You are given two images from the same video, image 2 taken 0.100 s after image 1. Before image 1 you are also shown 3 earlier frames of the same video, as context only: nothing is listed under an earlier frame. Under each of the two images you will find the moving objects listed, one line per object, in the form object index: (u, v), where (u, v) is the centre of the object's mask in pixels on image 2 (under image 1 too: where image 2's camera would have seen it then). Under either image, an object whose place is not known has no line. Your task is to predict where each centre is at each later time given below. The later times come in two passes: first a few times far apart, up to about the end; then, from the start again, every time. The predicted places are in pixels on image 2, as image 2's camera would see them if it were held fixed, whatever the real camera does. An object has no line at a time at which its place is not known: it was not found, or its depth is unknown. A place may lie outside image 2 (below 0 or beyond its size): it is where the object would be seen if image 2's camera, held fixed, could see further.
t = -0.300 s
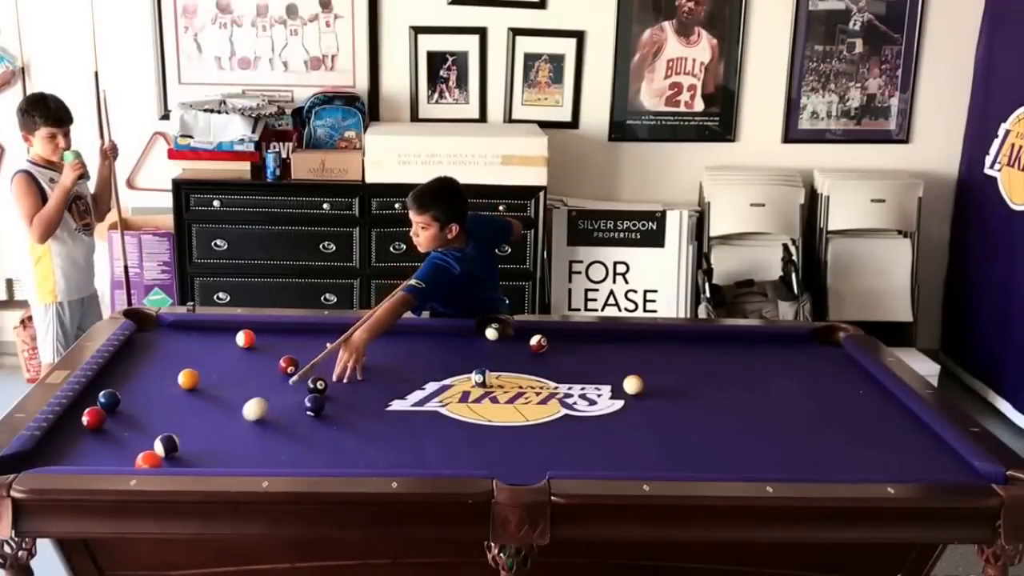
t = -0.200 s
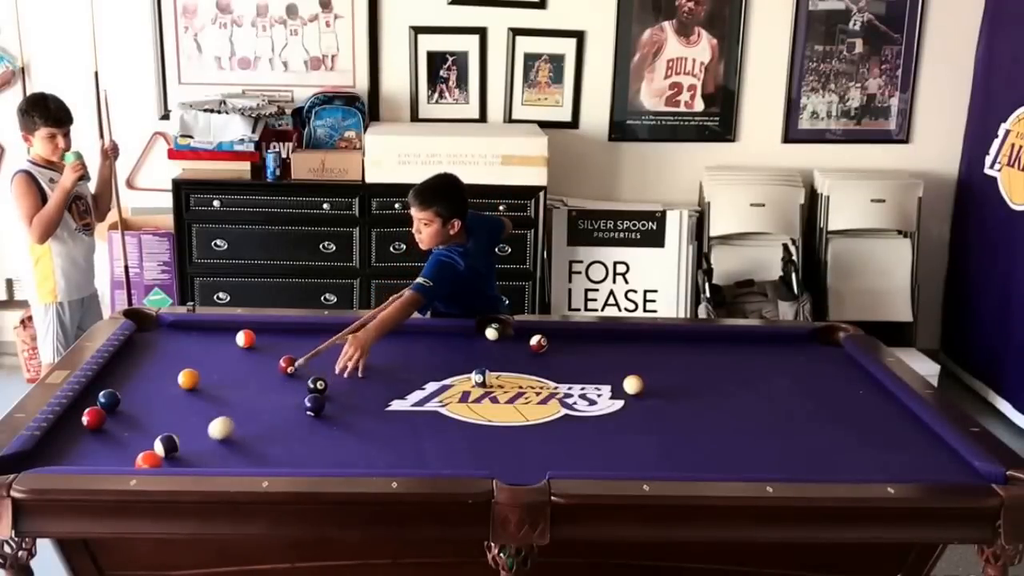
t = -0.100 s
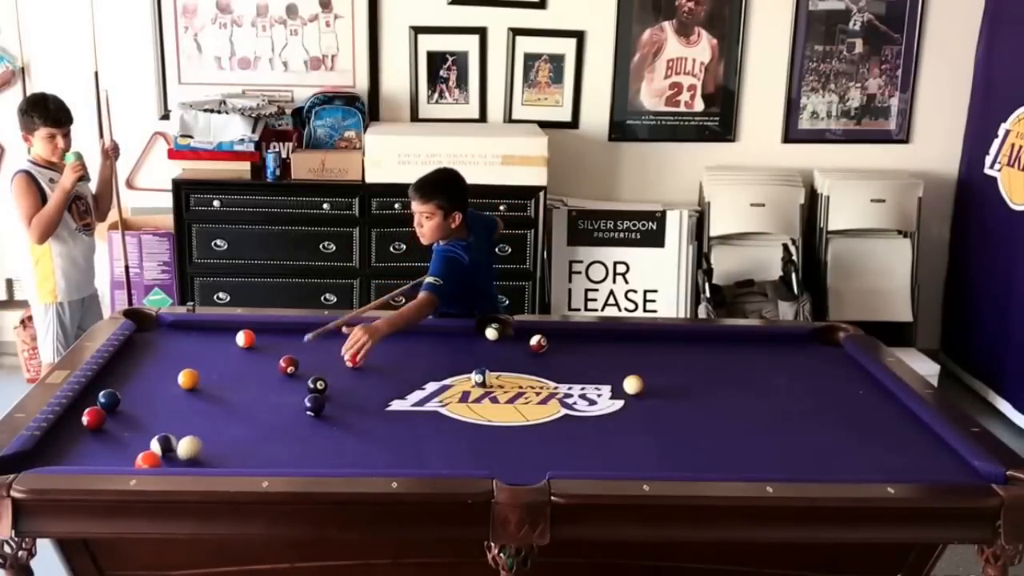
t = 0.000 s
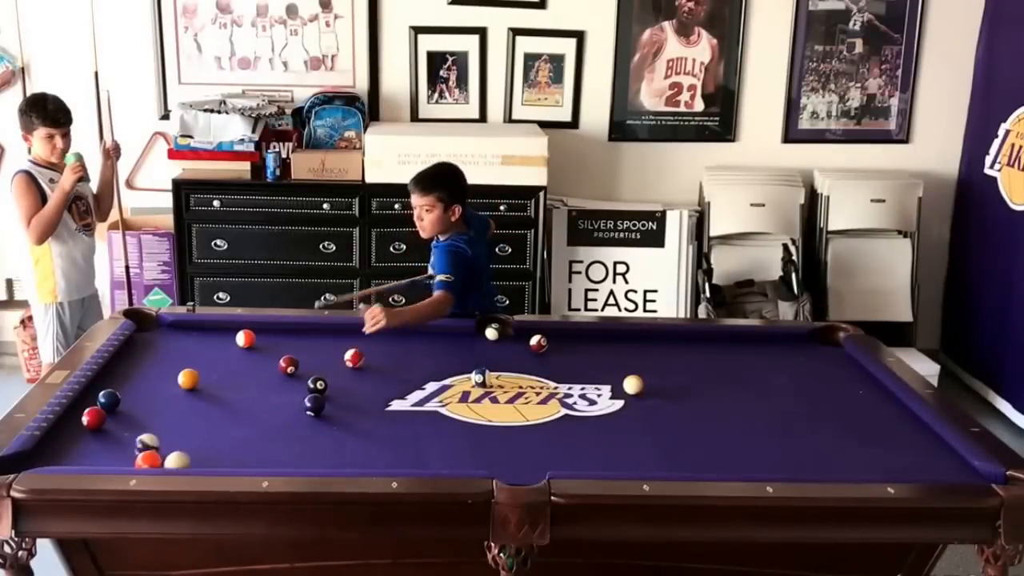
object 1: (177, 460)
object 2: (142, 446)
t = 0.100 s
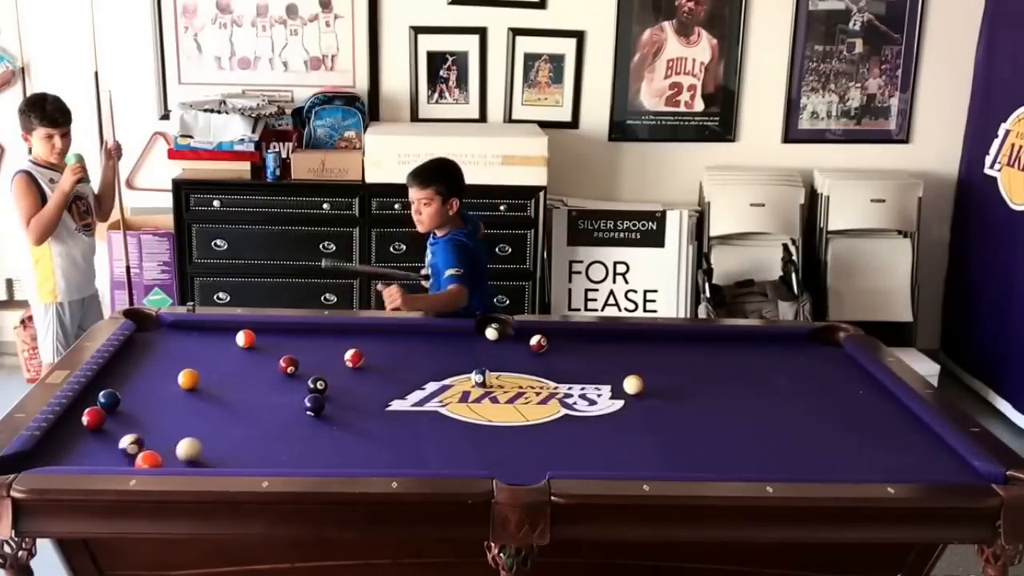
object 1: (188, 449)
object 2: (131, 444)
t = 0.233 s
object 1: (200, 435)
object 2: (113, 445)
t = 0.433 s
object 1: (216, 416)
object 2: (85, 447)
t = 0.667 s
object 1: (233, 396)
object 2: (57, 446)
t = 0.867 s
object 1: (247, 380)
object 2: (52, 448)
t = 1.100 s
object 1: (261, 364)
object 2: (67, 449)
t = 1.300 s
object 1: (272, 352)
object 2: (78, 450)
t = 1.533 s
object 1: (286, 339)
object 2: (90, 451)
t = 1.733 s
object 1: (297, 329)
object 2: (101, 451)
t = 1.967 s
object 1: (301, 332)
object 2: (112, 452)
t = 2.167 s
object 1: (303, 337)
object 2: (121, 453)
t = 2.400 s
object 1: (307, 344)
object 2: (129, 452)
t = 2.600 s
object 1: (310, 349)
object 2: (137, 450)
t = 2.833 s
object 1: (315, 355)
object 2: (146, 447)
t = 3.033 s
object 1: (320, 360)
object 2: (155, 448)
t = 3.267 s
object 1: (325, 365)
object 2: (162, 449)
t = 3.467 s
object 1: (330, 370)
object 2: (165, 450)
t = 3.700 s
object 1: (336, 375)
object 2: (169, 452)
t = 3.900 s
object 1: (342, 379)
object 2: (172, 452)
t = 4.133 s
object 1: (349, 383)
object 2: (174, 452)
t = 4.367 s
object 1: (356, 387)
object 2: (176, 452)
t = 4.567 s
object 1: (363, 389)
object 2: (177, 453)
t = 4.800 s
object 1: (370, 392)
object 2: (177, 453)
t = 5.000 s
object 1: (376, 394)
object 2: (177, 453)
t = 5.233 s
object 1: (382, 396)
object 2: (177, 453)
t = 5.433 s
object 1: (387, 398)
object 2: (178, 453)
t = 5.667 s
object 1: (392, 400)
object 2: (178, 453)
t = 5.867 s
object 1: (395, 401)
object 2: (178, 453)
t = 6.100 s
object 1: (398, 402)
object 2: (178, 453)
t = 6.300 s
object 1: (400, 402)
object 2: (178, 453)
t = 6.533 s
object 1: (401, 402)
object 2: (178, 453)
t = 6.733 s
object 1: (401, 402)
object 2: (178, 453)
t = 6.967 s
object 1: (401, 402)
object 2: (178, 453)
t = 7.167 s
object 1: (401, 402)
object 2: (178, 453)
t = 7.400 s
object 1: (401, 402)
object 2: (178, 453)
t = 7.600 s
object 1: (401, 402)
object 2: (178, 453)
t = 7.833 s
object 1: (401, 402)
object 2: (178, 453)
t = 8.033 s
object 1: (401, 402)
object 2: (178, 453)
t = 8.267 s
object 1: (401, 402)
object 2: (178, 453)
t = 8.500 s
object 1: (401, 402)
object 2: (178, 453)
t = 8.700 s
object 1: (401, 402)
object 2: (178, 453)
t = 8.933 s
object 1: (401, 402)
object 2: (178, 453)
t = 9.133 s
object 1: (402, 402)
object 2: (178, 453)
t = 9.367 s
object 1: (402, 402)
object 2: (178, 453)
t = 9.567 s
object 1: (401, 402)
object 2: (178, 453)
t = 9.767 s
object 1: (401, 402)
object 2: (178, 453)
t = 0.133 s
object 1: (191, 446)
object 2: (125, 444)
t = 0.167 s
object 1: (194, 442)
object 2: (119, 444)
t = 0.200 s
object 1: (197, 439)
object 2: (117, 445)
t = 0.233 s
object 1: (200, 435)
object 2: (113, 445)
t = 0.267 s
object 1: (203, 432)
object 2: (108, 445)
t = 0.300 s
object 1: (205, 429)
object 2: (104, 446)
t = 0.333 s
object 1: (208, 426)
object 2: (98, 446)
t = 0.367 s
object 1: (211, 422)
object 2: (94, 446)
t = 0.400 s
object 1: (213, 419)
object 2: (90, 446)
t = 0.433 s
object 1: (216, 416)
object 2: (85, 447)
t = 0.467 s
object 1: (218, 413)
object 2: (81, 447)
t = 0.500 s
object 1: (221, 410)
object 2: (77, 447)
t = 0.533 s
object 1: (224, 407)
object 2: (73, 447)
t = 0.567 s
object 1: (226, 404)
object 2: (70, 447)
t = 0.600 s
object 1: (229, 402)
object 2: (66, 447)
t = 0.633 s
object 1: (231, 399)
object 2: (61, 446)
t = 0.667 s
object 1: (233, 396)
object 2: (57, 446)
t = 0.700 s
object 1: (236, 393)
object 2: (53, 446)
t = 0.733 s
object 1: (238, 390)
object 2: (50, 447)
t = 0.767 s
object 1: (240, 388)
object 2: (47, 447)
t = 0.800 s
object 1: (242, 385)
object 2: (49, 447)
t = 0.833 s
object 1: (245, 383)
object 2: (50, 448)
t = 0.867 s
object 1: (247, 380)
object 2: (52, 448)
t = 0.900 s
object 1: (249, 378)
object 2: (54, 449)
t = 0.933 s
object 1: (251, 376)
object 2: (56, 448)
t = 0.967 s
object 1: (253, 373)
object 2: (58, 448)
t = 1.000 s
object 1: (255, 371)
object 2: (61, 449)
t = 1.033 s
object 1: (258, 369)
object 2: (63, 449)
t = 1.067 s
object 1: (259, 366)
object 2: (65, 449)
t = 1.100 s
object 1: (261, 364)
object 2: (67, 449)
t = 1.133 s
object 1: (263, 362)
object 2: (69, 449)
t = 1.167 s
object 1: (265, 360)
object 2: (71, 450)
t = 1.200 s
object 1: (267, 358)
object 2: (72, 450)
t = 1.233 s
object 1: (268, 356)
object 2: (74, 450)
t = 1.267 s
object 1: (271, 354)
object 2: (76, 450)
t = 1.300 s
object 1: (272, 352)
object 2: (78, 450)
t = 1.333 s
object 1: (274, 350)
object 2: (80, 450)
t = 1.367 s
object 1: (276, 348)
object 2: (81, 450)
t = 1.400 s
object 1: (278, 346)
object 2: (84, 450)
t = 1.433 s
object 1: (280, 344)
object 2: (85, 451)
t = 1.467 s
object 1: (282, 342)
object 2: (87, 451)
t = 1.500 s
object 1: (284, 341)
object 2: (89, 451)
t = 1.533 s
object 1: (286, 339)
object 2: (90, 451)
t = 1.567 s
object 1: (288, 337)
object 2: (92, 451)
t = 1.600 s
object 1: (290, 336)
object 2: (93, 451)
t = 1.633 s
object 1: (292, 334)
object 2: (95, 451)
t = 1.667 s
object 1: (293, 332)
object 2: (97, 451)
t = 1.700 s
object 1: (295, 330)
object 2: (99, 451)
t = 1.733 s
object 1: (297, 329)
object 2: (101, 451)
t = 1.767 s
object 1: (299, 327)
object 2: (102, 451)
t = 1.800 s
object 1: (300, 327)
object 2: (104, 452)
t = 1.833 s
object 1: (300, 328)
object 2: (106, 452)
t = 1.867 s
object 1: (300, 329)
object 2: (107, 452)
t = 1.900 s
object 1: (300, 330)
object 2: (109, 452)
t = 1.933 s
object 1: (301, 331)
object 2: (111, 452)
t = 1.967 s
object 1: (301, 332)
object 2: (112, 452)
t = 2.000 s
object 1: (301, 333)
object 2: (113, 452)
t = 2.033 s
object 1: (302, 334)
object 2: (115, 452)
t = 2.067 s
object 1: (302, 335)
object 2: (116, 452)
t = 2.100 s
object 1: (303, 336)
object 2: (118, 452)
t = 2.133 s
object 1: (303, 337)
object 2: (119, 452)
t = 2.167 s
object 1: (303, 337)
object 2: (121, 453)
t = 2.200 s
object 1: (304, 338)
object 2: (122, 452)
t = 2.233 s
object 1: (304, 339)
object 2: (123, 452)
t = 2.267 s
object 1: (305, 340)
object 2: (125, 452)
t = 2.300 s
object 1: (305, 341)
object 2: (126, 453)
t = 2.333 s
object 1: (306, 342)
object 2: (127, 453)
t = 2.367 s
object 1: (306, 343)
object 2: (128, 452)
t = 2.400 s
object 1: (307, 344)
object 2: (129, 452)
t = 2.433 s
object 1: (307, 345)
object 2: (130, 452)
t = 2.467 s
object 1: (308, 345)
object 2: (131, 451)
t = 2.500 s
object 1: (308, 346)
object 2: (133, 451)
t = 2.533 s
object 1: (309, 347)
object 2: (134, 451)
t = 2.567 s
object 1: (309, 348)
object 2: (135, 450)
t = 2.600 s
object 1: (310, 349)
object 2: (137, 450)
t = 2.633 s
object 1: (311, 350)
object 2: (138, 449)
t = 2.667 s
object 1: (312, 351)
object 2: (139, 449)
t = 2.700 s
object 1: (312, 352)
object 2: (140, 449)
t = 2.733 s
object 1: (313, 352)
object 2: (142, 448)
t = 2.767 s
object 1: (314, 353)
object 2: (143, 448)
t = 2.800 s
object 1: (314, 354)
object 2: (145, 448)
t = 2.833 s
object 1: (315, 355)
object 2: (146, 447)
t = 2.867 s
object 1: (316, 356)
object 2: (148, 447)
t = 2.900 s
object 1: (317, 357)
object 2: (149, 447)
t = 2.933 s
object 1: (317, 358)
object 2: (151, 447)
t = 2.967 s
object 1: (318, 358)
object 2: (152, 447)
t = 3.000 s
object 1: (319, 359)
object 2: (154, 447)
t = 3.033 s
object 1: (320, 360)
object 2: (155, 448)
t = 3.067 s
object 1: (320, 361)
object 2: (156, 448)
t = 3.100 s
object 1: (321, 362)
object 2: (157, 448)
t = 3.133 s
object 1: (322, 362)
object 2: (158, 448)
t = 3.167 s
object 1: (323, 363)
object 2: (159, 448)
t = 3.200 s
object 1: (323, 364)
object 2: (160, 449)
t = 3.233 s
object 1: (324, 365)
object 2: (161, 449)
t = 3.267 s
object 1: (325, 365)
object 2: (162, 449)
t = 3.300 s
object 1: (326, 366)
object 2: (163, 450)
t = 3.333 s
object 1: (327, 367)
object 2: (162, 450)
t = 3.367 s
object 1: (328, 368)
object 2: (163, 450)
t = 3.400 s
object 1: (328, 369)
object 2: (163, 450)
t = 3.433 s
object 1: (329, 369)
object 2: (164, 450)
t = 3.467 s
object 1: (330, 370)
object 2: (165, 450)
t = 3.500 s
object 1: (330, 371)
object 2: (166, 451)
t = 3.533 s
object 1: (331, 371)
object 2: (167, 451)
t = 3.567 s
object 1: (332, 372)
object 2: (167, 451)
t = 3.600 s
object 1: (333, 373)
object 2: (167, 451)
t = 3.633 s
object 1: (334, 373)
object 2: (168, 452)
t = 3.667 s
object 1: (335, 374)
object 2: (168, 451)
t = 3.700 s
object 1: (336, 375)
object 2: (169, 452)
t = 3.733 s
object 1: (337, 375)
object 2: (169, 452)
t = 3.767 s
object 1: (338, 376)
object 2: (170, 452)
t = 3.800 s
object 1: (339, 377)
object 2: (170, 452)
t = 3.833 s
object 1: (340, 377)
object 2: (171, 452)
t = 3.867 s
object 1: (341, 378)
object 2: (171, 452)
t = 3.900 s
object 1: (342, 379)
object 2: (172, 452)
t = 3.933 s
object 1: (343, 379)
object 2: (172, 452)
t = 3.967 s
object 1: (344, 380)
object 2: (172, 452)
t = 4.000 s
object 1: (345, 380)
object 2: (173, 452)
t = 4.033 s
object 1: (346, 381)
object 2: (173, 452)
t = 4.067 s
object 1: (347, 382)
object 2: (173, 452)
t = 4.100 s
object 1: (348, 382)
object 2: (174, 452)
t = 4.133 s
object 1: (349, 383)
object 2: (174, 452)
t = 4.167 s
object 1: (350, 384)
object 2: (175, 452)
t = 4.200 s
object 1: (351, 384)
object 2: (175, 452)
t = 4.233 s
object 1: (352, 385)
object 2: (175, 452)
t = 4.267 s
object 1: (353, 385)
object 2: (176, 452)
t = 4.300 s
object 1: (354, 386)
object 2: (176, 452)
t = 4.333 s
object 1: (355, 386)
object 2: (176, 452)
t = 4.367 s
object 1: (356, 387)
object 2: (176, 452)
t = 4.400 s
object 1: (358, 387)
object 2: (176, 453)
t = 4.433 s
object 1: (358, 388)
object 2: (176, 453)
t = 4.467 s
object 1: (359, 388)
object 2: (176, 453)
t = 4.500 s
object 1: (360, 389)
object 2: (177, 453)
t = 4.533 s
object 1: (361, 389)
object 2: (177, 453)
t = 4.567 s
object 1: (363, 389)
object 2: (177, 453)
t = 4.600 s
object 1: (364, 390)
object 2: (177, 453)
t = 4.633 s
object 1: (365, 390)
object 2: (177, 453)
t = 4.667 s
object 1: (366, 391)
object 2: (177, 453)
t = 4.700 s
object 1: (367, 391)
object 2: (177, 453)
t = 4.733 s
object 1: (368, 391)
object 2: (177, 453)
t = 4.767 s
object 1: (369, 392)
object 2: (177, 453)
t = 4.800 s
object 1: (370, 392)
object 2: (177, 453)
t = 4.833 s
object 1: (371, 393)
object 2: (177, 453)
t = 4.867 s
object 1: (372, 393)
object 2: (177, 453)
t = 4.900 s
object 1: (373, 393)
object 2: (177, 453)
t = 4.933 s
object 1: (374, 394)
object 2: (177, 453)
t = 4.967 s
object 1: (375, 394)
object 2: (177, 453)
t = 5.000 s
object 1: (376, 394)
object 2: (177, 453)
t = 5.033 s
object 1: (377, 395)
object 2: (177, 453)
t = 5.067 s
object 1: (378, 395)
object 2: (177, 453)
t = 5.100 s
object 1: (379, 395)
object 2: (177, 453)
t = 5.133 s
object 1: (380, 396)
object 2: (177, 453)
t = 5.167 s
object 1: (381, 396)
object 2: (177, 453)
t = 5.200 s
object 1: (381, 396)
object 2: (177, 453)
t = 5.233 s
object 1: (382, 396)
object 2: (177, 453)
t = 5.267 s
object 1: (383, 396)
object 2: (178, 453)
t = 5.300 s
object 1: (384, 397)
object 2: (178, 453)
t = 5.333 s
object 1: (384, 397)
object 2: (178, 453)
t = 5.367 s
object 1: (385, 397)
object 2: (178, 453)
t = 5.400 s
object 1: (386, 398)
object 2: (178, 453)
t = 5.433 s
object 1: (387, 398)
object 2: (178, 453)
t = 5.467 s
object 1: (387, 399)
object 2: (178, 453)
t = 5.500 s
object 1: (388, 399)
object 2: (178, 453)
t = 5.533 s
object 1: (389, 399)
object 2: (178, 453)
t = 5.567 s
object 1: (390, 399)
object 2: (178, 453)
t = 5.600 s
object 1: (391, 399)
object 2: (178, 453)
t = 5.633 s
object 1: (391, 399)
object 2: (178, 453)
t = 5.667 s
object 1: (392, 400)
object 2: (178, 453)
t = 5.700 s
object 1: (393, 400)
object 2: (178, 453)
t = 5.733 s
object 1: (393, 400)
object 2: (178, 453)
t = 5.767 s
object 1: (394, 400)
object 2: (178, 453)
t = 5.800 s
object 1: (394, 400)
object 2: (178, 453)
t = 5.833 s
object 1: (395, 401)
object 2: (178, 453)
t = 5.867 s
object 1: (395, 401)
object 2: (178, 453)
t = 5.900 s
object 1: (396, 401)
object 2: (178, 453)
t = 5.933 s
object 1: (396, 401)
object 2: (178, 453)
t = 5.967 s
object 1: (397, 401)
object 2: (178, 453)
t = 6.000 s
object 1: (397, 401)
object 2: (178, 453)
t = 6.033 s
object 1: (398, 401)
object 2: (178, 453)
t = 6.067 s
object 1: (398, 402)
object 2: (178, 453)
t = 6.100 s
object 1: (398, 402)
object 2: (178, 453)
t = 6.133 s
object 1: (399, 402)
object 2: (178, 453)
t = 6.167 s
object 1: (399, 402)
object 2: (178, 453)
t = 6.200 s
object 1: (399, 402)
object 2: (178, 453)
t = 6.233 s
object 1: (399, 402)
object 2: (178, 453)
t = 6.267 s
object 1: (399, 402)
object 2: (178, 453)
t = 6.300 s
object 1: (400, 402)
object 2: (178, 453)
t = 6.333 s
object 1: (400, 402)
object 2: (178, 453)
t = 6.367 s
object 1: (400, 402)
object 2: (178, 453)
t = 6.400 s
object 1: (400, 402)
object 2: (178, 453)
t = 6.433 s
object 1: (400, 402)
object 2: (178, 453)
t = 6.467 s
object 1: (401, 402)
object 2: (178, 453)
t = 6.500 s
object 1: (401, 402)
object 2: (178, 453)
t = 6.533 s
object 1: (401, 402)
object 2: (178, 453)
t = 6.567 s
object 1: (401, 402)
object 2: (178, 453)
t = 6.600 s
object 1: (401, 402)
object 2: (178, 453)
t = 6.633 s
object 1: (401, 402)
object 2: (178, 453)
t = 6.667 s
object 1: (401, 402)
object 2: (178, 453)
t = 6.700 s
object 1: (401, 402)
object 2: (178, 453)
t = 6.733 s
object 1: (401, 402)
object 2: (178, 453)
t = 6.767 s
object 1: (401, 402)
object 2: (178, 453)
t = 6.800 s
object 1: (401, 402)
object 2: (178, 453)
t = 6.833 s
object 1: (401, 402)
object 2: (178, 453)
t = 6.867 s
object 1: (401, 402)
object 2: (178, 453)
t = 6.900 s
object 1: (401, 402)
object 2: (178, 453)
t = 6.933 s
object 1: (401, 402)
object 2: (178, 453)
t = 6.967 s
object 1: (401, 402)
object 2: (178, 453)
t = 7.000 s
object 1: (401, 402)
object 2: (178, 453)
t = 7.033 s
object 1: (401, 402)
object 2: (178, 453)
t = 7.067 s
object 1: (401, 402)
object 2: (178, 453)
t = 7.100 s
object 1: (401, 402)
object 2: (178, 453)
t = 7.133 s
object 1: (401, 402)
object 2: (178, 453)
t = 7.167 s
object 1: (401, 402)
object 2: (178, 453)
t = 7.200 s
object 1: (401, 402)
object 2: (178, 453)
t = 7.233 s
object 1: (401, 402)
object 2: (178, 453)
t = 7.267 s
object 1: (401, 402)
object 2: (178, 453)
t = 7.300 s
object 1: (401, 402)
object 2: (178, 453)
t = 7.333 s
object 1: (401, 402)
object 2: (178, 453)
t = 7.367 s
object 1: (401, 402)
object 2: (178, 453)
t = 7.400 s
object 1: (401, 402)
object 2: (178, 453)
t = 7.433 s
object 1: (401, 402)
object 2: (178, 453)
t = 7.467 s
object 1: (401, 402)
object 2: (178, 453)
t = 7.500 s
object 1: (401, 402)
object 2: (178, 453)
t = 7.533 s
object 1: (402, 402)
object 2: (178, 453)
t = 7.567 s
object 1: (402, 402)
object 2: (178, 453)
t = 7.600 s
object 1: (401, 402)
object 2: (178, 453)
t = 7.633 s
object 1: (401, 402)
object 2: (178, 453)
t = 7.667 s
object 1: (402, 402)
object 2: (178, 453)
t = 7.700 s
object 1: (401, 402)
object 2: (178, 453)
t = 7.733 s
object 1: (401, 402)
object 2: (178, 453)
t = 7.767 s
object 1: (401, 402)
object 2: (178, 453)
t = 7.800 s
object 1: (401, 402)
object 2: (178, 453)
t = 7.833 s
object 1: (401, 402)
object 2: (178, 453)
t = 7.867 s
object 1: (401, 402)
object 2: (178, 453)
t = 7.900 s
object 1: (401, 402)
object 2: (178, 453)
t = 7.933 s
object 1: (401, 402)
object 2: (178, 453)
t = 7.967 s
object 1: (401, 402)
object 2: (178, 453)
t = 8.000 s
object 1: (401, 402)
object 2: (178, 453)
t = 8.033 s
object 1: (401, 402)
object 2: (178, 453)
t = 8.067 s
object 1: (401, 402)
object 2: (178, 453)
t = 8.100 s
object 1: (401, 402)
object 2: (178, 453)
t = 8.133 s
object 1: (402, 402)
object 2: (178, 453)
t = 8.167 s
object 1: (402, 402)
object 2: (178, 453)
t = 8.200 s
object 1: (401, 402)
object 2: (178, 453)
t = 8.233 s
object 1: (401, 402)
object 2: (178, 453)
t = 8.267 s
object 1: (401, 402)
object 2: (178, 453)
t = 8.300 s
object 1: (401, 402)
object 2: (178, 453)
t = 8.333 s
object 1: (401, 402)
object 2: (178, 453)
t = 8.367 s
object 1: (402, 402)
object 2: (178, 453)
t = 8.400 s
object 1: (401, 402)
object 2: (178, 453)
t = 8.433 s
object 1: (401, 402)
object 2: (178, 453)
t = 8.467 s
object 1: (402, 402)
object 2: (178, 453)
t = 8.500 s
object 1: (401, 402)
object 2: (178, 453)
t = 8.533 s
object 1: (401, 402)
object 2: (178, 453)
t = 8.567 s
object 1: (401, 402)
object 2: (178, 453)
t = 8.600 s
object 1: (401, 402)
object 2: (178, 453)
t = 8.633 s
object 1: (401, 402)
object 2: (178, 453)
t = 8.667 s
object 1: (401, 402)
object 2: (178, 453)
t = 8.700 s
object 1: (401, 402)
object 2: (178, 453)
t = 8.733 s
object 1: (401, 402)
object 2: (178, 453)
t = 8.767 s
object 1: (401, 402)
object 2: (178, 453)
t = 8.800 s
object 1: (401, 402)
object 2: (178, 453)
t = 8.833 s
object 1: (401, 402)
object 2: (178, 453)
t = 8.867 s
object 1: (401, 402)
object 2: (178, 453)
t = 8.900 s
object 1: (401, 402)
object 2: (178, 453)
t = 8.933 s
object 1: (401, 402)
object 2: (178, 453)
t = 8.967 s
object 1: (402, 402)
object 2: (178, 453)
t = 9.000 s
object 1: (401, 402)
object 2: (178, 453)
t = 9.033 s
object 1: (402, 402)
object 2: (178, 453)
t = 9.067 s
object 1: (402, 402)
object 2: (178, 453)
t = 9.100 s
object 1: (401, 402)
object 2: (178, 453)
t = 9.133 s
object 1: (402, 402)
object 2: (178, 453)
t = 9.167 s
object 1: (402, 402)
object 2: (178, 453)
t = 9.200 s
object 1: (401, 402)
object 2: (178, 453)
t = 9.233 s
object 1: (401, 402)
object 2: (178, 453)
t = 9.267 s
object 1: (402, 402)
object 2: (178, 453)
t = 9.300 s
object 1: (401, 402)
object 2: (178, 453)
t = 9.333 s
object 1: (402, 402)
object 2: (178, 453)
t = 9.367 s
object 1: (402, 402)
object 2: (178, 453)
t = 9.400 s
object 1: (401, 402)
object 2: (178, 453)
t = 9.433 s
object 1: (401, 402)
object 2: (178, 453)
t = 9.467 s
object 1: (401, 402)
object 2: (178, 453)
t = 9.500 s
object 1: (401, 402)
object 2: (178, 453)
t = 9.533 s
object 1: (401, 402)
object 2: (178, 453)
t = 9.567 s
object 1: (401, 402)
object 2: (178, 453)
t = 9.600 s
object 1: (401, 402)
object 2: (178, 453)
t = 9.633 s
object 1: (401, 402)
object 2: (178, 453)
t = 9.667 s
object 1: (401, 402)
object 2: (178, 453)
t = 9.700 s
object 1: (401, 402)
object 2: (178, 453)
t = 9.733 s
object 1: (401, 402)
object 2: (178, 453)
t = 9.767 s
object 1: (401, 402)
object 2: (178, 453)
